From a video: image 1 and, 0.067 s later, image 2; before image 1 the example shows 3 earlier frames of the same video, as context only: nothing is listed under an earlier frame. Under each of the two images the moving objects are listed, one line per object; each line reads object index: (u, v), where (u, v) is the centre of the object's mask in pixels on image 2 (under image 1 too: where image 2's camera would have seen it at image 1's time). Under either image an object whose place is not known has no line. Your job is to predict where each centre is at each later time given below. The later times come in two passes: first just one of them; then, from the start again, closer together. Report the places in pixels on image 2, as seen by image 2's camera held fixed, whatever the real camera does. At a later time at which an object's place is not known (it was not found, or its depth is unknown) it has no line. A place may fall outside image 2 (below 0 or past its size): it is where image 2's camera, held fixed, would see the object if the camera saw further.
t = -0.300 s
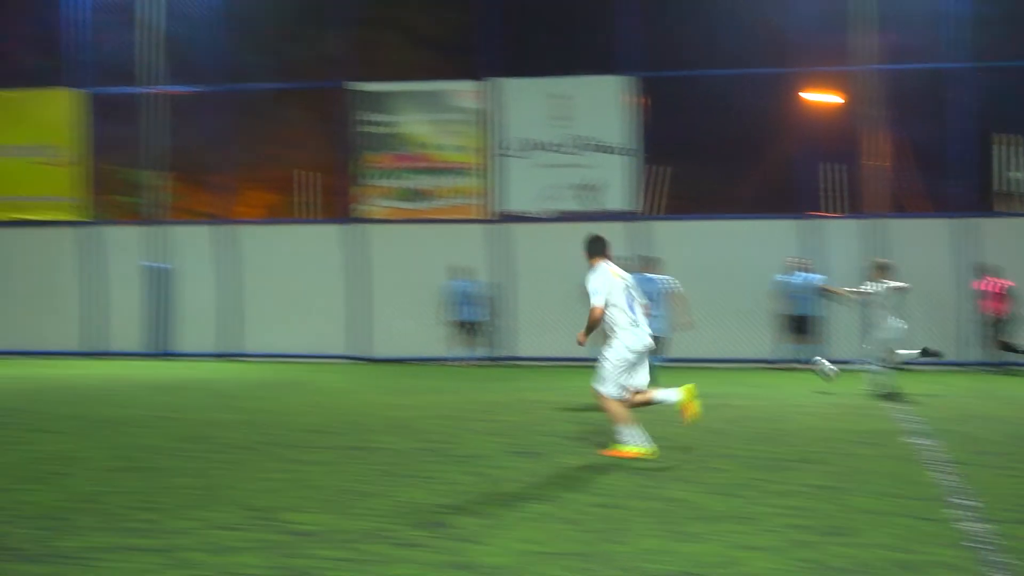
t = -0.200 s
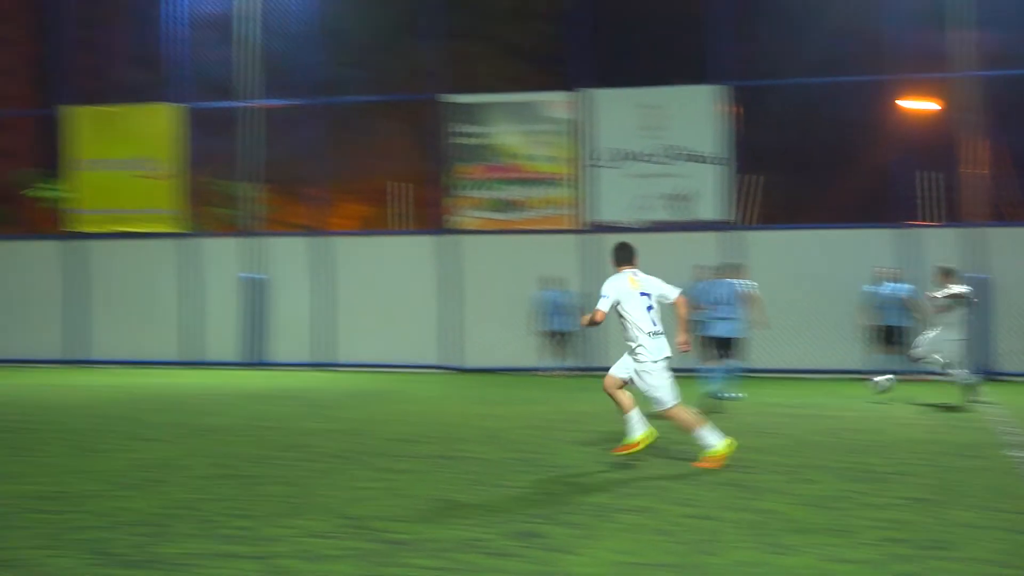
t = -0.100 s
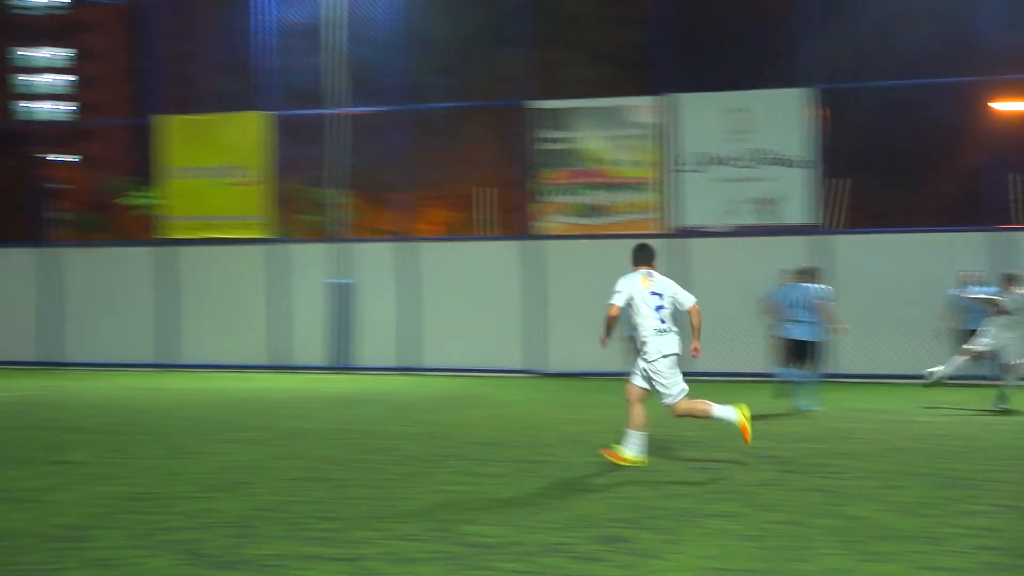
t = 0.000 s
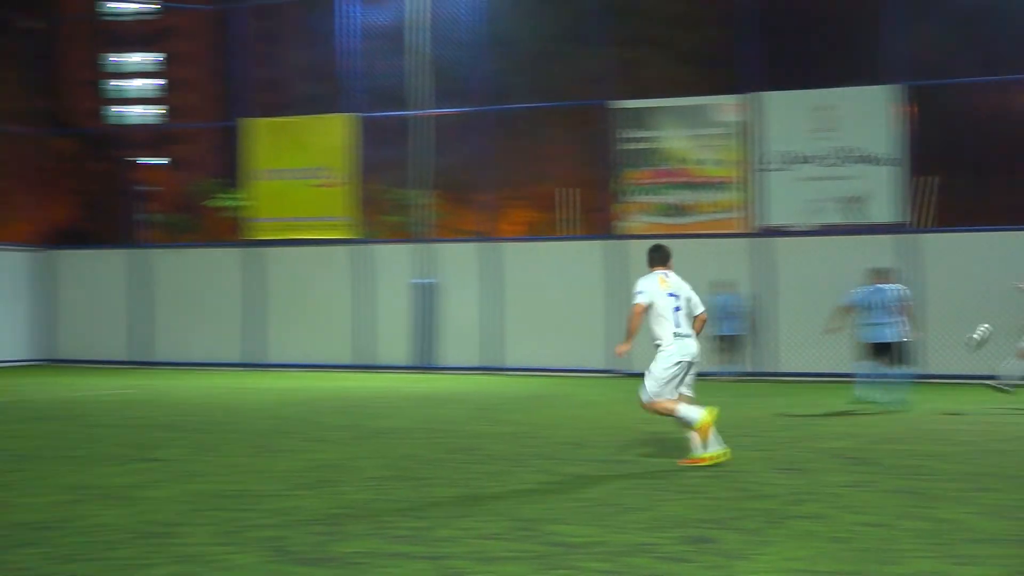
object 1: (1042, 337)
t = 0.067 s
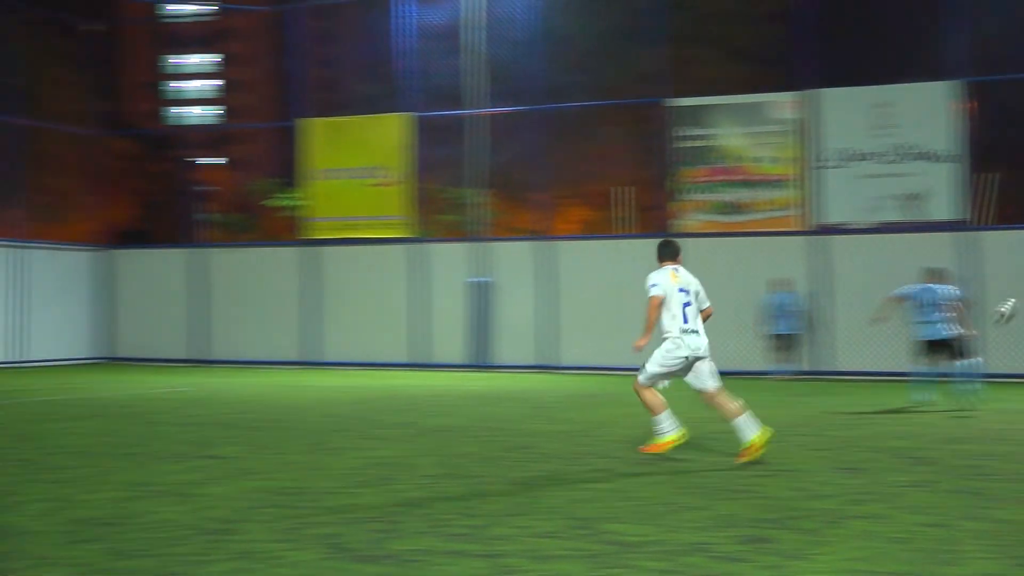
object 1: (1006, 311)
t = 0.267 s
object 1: (891, 259)
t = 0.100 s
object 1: (987, 300)
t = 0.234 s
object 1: (908, 264)
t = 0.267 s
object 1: (891, 259)
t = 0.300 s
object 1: (871, 253)
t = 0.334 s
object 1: (852, 248)
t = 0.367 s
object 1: (831, 243)
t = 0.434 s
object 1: (787, 238)
